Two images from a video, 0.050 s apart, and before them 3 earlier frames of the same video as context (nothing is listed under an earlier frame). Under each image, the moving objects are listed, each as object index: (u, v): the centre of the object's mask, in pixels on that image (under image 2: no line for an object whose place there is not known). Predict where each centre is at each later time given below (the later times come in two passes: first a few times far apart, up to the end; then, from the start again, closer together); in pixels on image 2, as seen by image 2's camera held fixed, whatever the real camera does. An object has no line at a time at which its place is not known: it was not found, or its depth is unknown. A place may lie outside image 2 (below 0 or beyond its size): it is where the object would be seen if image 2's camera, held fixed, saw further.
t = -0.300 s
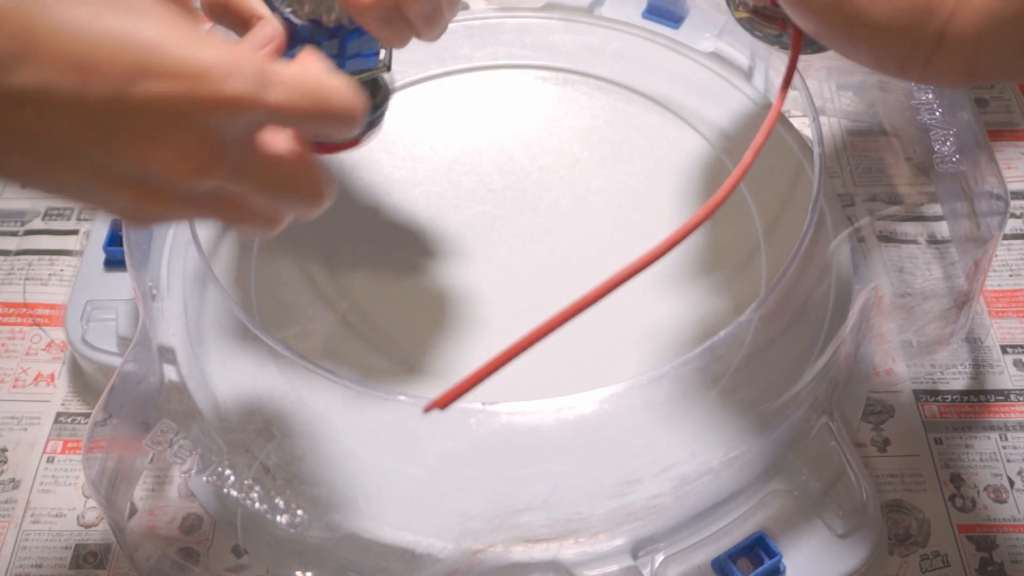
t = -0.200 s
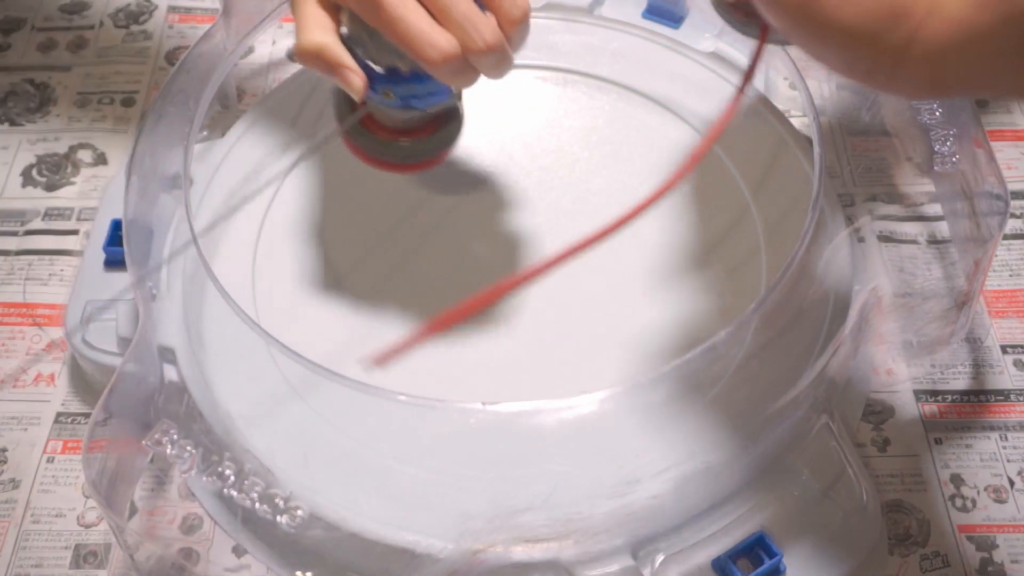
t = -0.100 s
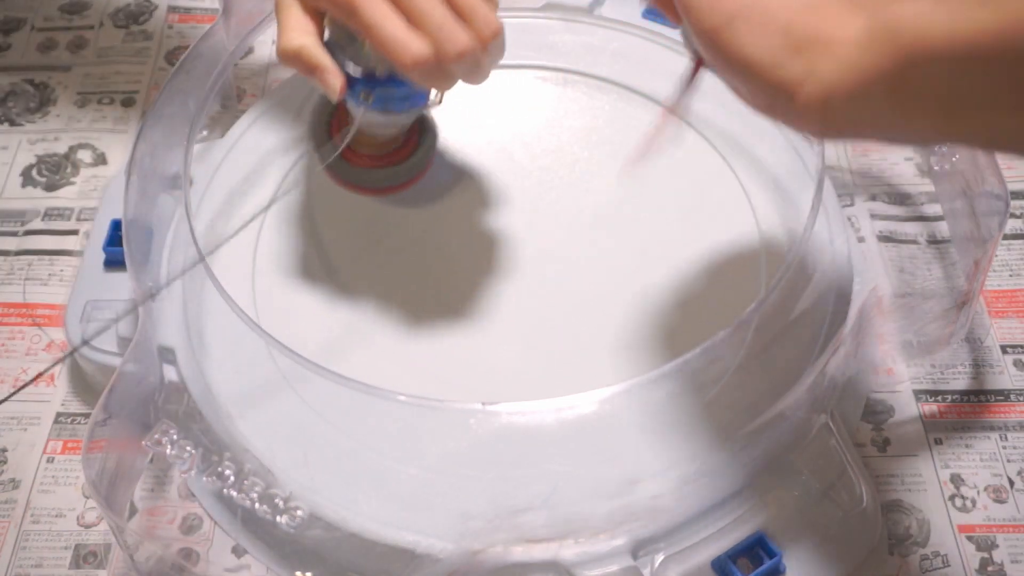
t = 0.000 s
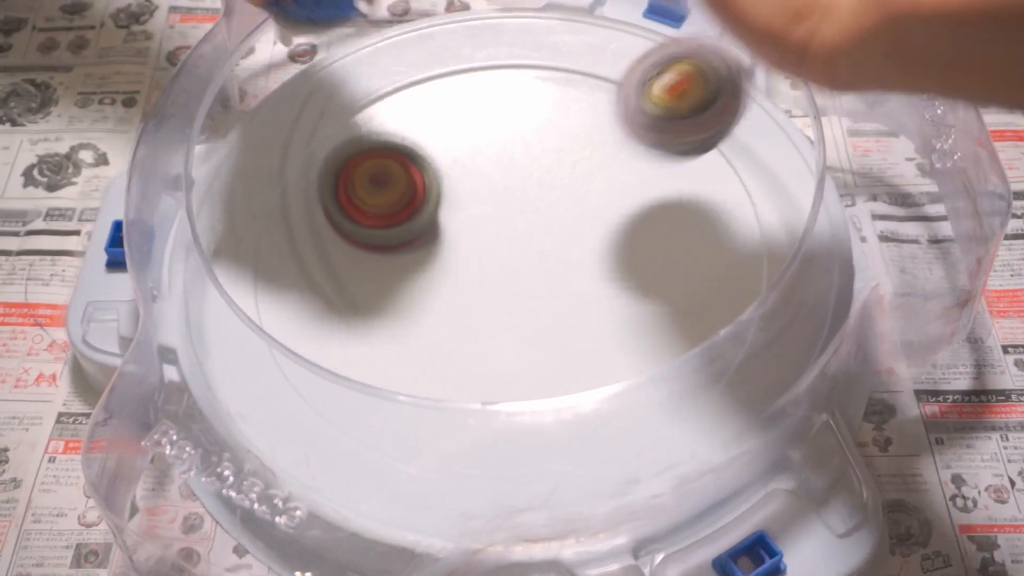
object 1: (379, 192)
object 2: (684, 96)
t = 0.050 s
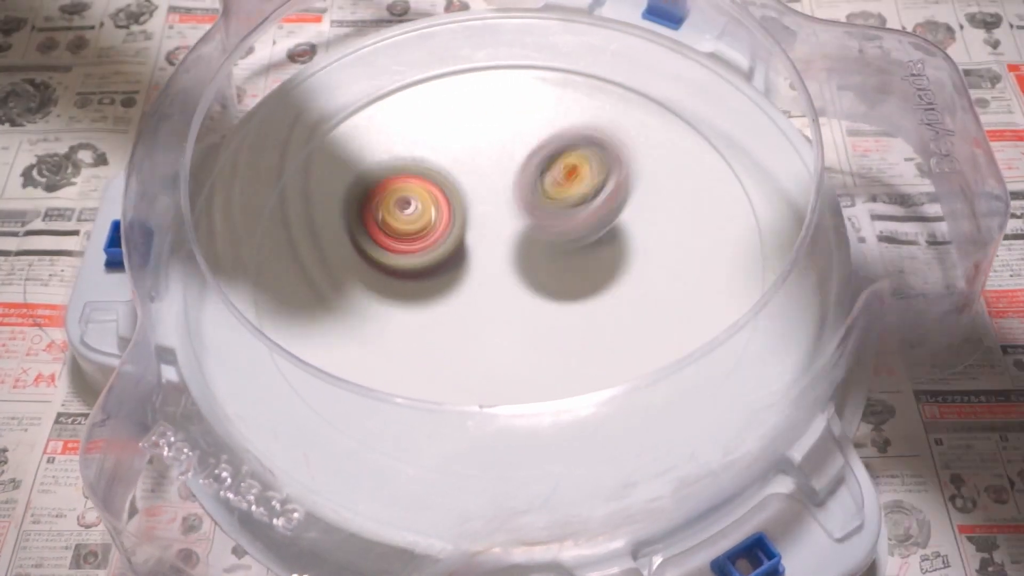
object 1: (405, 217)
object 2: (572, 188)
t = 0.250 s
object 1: (226, 216)
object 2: (647, 362)
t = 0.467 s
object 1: (359, 315)
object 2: (642, 363)
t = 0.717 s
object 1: (527, 213)
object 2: (761, 243)
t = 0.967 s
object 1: (510, 59)
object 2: (589, 204)
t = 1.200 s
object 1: (374, 163)
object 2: (307, 256)
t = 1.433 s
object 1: (480, 334)
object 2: (350, 393)
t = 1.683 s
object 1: (743, 205)
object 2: (633, 377)
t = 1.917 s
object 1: (557, 45)
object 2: (603, 270)
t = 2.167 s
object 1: (248, 250)
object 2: (409, 204)
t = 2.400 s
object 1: (677, 397)
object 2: (275, 236)
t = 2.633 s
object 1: (621, 63)
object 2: (361, 328)
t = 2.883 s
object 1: (249, 268)
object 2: (525, 299)
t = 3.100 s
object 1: (695, 384)
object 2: (520, 195)
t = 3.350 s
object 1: (546, 45)
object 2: (397, 153)
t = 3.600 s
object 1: (251, 235)
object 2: (306, 342)
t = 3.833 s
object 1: (499, 362)
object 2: (634, 440)
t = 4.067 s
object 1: (686, 198)
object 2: (776, 260)
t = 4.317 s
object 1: (533, 64)
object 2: (645, 93)
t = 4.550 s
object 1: (283, 184)
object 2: (428, 92)
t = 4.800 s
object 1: (494, 429)
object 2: (367, 217)
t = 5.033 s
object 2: (444, 295)
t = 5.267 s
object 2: (539, 274)
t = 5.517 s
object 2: (530, 217)
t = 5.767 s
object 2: (505, 221)
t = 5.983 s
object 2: (497, 228)
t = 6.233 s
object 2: (494, 238)
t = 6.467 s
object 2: (505, 236)
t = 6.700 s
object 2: (513, 233)
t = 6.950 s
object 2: (513, 232)
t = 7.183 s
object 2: (511, 231)
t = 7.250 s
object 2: (510, 232)
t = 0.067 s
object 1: (415, 223)
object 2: (543, 209)
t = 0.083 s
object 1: (392, 220)
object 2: (551, 225)
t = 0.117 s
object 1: (337, 216)
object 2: (574, 254)
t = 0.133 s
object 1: (314, 215)
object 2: (585, 270)
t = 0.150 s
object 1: (292, 214)
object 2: (597, 291)
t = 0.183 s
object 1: (260, 211)
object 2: (615, 317)
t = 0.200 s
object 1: (249, 208)
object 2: (622, 328)
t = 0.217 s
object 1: (240, 209)
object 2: (627, 335)
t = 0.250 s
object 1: (226, 216)
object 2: (647, 362)
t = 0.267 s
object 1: (222, 220)
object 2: (654, 370)
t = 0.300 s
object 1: (223, 231)
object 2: (663, 379)
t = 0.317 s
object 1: (226, 238)
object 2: (665, 381)
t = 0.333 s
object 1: (232, 244)
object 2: (666, 385)
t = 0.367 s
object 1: (249, 259)
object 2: (665, 385)
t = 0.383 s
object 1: (260, 269)
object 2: (664, 384)
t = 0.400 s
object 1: (276, 279)
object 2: (662, 382)
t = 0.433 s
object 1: (313, 296)
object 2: (655, 377)
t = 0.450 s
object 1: (335, 306)
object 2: (649, 370)
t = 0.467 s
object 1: (359, 315)
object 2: (642, 363)
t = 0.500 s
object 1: (414, 328)
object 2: (622, 341)
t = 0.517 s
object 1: (443, 332)
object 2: (617, 338)
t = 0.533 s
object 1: (471, 333)
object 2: (614, 332)
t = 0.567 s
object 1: (477, 317)
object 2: (667, 321)
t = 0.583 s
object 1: (480, 307)
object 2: (695, 320)
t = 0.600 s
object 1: (484, 297)
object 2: (716, 312)
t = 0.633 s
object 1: (494, 275)
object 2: (739, 286)
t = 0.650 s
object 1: (501, 264)
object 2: (748, 281)
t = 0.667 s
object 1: (507, 252)
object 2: (740, 264)
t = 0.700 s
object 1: (520, 225)
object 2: (748, 248)
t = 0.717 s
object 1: (527, 213)
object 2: (761, 243)
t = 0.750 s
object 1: (536, 184)
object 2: (758, 231)
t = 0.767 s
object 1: (540, 171)
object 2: (756, 225)
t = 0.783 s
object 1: (542, 159)
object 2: (752, 221)
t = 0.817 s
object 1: (544, 132)
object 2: (738, 215)
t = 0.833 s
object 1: (544, 121)
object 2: (726, 211)
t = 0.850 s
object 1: (542, 111)
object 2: (711, 209)
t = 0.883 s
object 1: (536, 87)
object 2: (681, 204)
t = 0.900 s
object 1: (532, 78)
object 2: (663, 203)
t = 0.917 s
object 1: (527, 71)
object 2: (646, 203)
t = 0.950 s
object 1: (516, 62)
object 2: (609, 203)
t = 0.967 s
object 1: (510, 59)
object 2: (589, 204)
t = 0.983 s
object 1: (503, 57)
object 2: (571, 205)
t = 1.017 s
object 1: (486, 62)
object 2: (529, 210)
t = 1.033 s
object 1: (478, 66)
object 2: (509, 214)
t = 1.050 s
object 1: (468, 71)
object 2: (486, 217)
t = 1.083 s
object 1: (448, 84)
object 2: (444, 224)
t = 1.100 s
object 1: (438, 93)
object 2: (422, 228)
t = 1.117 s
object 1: (427, 102)
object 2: (401, 232)
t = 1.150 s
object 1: (406, 124)
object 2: (361, 241)
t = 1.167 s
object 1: (394, 136)
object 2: (342, 246)
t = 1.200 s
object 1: (374, 163)
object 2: (307, 256)
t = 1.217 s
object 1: (364, 175)
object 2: (288, 263)
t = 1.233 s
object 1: (358, 188)
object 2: (277, 267)
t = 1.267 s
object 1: (355, 214)
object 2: (237, 294)
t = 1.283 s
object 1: (357, 228)
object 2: (221, 310)
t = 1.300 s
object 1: (364, 242)
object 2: (222, 323)
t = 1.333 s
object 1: (382, 271)
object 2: (245, 342)
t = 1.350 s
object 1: (393, 283)
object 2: (259, 349)
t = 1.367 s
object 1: (407, 296)
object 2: (273, 358)
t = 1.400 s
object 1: (441, 319)
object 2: (308, 378)
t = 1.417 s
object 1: (460, 327)
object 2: (328, 385)
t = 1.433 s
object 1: (480, 334)
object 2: (350, 393)
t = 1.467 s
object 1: (523, 340)
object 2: (402, 408)
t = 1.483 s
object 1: (545, 340)
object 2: (428, 411)
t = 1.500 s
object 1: (567, 338)
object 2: (455, 406)
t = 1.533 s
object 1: (608, 330)
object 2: (506, 407)
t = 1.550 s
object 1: (631, 322)
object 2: (525, 404)
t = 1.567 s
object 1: (651, 312)
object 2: (543, 403)
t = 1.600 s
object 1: (692, 285)
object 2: (573, 407)
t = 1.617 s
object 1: (707, 271)
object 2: (589, 395)
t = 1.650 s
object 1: (732, 240)
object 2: (616, 386)
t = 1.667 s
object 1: (740, 222)
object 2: (625, 384)
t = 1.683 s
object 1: (743, 205)
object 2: (633, 377)
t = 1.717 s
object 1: (740, 173)
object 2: (646, 363)
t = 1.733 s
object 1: (734, 157)
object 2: (650, 352)
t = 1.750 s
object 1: (726, 142)
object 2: (653, 348)
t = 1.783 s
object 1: (705, 113)
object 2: (650, 326)
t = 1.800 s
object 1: (693, 100)
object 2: (650, 321)
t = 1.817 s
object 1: (679, 87)
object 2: (649, 315)
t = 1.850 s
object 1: (643, 70)
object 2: (639, 301)
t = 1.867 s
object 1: (623, 63)
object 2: (631, 293)
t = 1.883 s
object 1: (603, 55)
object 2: (623, 286)
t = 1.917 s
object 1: (557, 45)
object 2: (603, 270)
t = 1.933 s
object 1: (533, 43)
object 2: (591, 263)
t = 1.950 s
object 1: (507, 44)
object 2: (580, 257)
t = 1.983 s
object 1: (454, 49)
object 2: (556, 245)
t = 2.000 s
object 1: (427, 56)
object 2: (543, 239)
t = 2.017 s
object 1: (401, 63)
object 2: (531, 234)
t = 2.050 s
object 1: (350, 87)
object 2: (505, 224)
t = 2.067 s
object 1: (327, 105)
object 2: (492, 221)
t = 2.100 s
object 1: (286, 146)
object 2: (464, 214)
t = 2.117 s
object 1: (269, 169)
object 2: (450, 210)
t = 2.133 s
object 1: (258, 196)
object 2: (437, 209)
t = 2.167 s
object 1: (248, 250)
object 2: (409, 204)
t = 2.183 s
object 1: (249, 280)
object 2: (395, 203)
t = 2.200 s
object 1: (258, 312)
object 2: (382, 202)
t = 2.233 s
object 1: (296, 370)
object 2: (356, 202)
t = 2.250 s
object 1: (322, 394)
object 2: (344, 203)
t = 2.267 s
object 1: (354, 415)
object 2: (332, 204)
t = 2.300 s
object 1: (434, 445)
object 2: (311, 208)
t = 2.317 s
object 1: (476, 449)
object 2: (303, 212)
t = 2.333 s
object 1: (522, 452)
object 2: (295, 215)
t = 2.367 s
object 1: (606, 435)
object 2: (283, 224)
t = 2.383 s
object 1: (645, 418)
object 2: (278, 229)
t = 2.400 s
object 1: (677, 397)
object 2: (275, 236)
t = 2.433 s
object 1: (730, 348)
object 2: (273, 249)
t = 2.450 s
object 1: (747, 319)
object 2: (274, 256)
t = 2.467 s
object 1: (761, 290)
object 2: (277, 264)
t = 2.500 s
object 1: (769, 230)
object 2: (286, 278)
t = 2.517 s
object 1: (762, 202)
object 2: (293, 286)
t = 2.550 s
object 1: (742, 151)
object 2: (308, 300)
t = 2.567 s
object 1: (723, 128)
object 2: (317, 307)
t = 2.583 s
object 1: (700, 106)
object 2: (326, 313)
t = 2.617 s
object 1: (650, 75)
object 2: (349, 324)
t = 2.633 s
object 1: (621, 63)
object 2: (361, 328)
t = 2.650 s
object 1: (589, 53)
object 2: (372, 332)
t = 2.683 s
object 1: (524, 44)
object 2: (397, 337)
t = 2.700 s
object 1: (489, 45)
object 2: (410, 339)
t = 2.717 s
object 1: (456, 50)
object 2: (424, 339)
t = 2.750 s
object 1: (391, 68)
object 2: (450, 338)
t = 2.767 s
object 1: (360, 82)
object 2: (462, 336)
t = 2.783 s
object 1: (333, 103)
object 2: (474, 333)
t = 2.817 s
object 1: (285, 147)
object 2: (495, 324)
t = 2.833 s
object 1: (267, 173)
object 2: (504, 319)
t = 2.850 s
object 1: (253, 202)
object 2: (512, 313)
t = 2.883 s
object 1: (249, 268)
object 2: (525, 299)
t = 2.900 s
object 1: (253, 301)
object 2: (530, 291)
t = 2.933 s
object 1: (290, 364)
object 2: (536, 275)
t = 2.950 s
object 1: (318, 391)
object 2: (538, 267)
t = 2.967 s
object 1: (354, 415)
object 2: (539, 258)
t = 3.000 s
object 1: (438, 446)
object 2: (539, 241)
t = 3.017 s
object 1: (487, 450)
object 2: (538, 232)
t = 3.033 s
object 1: (533, 450)
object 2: (536, 225)
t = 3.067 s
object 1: (624, 428)
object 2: (530, 210)
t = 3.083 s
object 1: (662, 408)
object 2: (525, 202)
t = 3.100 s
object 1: (695, 384)
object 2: (520, 195)
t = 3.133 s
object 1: (743, 329)
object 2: (509, 183)
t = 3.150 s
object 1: (756, 297)
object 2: (502, 178)
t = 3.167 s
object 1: (767, 266)
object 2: (494, 171)
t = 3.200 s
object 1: (758, 202)
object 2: (477, 163)
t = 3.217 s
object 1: (756, 175)
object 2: (468, 159)
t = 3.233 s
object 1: (741, 150)
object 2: (460, 157)
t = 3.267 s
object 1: (697, 105)
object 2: (442, 153)
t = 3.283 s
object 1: (672, 87)
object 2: (433, 151)
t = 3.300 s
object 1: (643, 72)
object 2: (423, 151)
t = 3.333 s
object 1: (579, 51)
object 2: (406, 152)
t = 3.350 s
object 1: (546, 45)
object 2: (397, 153)
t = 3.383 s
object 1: (476, 47)
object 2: (382, 157)
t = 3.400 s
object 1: (441, 54)
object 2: (377, 160)
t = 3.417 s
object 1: (408, 62)
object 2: (371, 163)
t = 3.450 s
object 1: (358, 82)
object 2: (350, 192)
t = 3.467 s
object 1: (343, 96)
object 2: (337, 210)
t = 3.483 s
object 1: (327, 111)
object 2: (326, 227)
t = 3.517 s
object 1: (295, 143)
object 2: (309, 262)
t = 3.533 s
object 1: (280, 161)
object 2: (303, 279)
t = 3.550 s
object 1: (267, 180)
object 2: (302, 291)
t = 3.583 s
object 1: (250, 219)
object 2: (301, 318)
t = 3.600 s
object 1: (251, 235)
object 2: (306, 342)
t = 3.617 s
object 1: (253, 253)
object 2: (316, 361)
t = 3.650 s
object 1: (263, 287)
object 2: (349, 397)
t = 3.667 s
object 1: (275, 306)
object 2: (372, 411)
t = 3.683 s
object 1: (292, 324)
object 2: (396, 422)
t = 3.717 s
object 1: (332, 353)
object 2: (446, 438)
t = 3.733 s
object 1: (354, 364)
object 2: (469, 446)
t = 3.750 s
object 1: (379, 373)
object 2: (495, 447)
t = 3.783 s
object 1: (429, 382)
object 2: (544, 443)
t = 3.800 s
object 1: (453, 382)
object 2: (576, 451)
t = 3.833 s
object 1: (499, 362)
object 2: (634, 440)
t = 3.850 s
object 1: (520, 358)
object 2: (656, 424)
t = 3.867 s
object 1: (542, 353)
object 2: (674, 415)
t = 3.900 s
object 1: (580, 338)
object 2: (705, 393)
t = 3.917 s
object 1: (598, 328)
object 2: (726, 388)
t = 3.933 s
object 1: (616, 316)
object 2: (732, 369)
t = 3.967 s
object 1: (644, 289)
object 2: (757, 345)
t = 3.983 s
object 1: (654, 275)
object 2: (764, 331)
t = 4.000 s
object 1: (664, 259)
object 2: (768, 318)
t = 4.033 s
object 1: (679, 229)
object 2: (772, 286)
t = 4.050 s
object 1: (683, 214)
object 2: (773, 271)
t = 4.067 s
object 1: (686, 198)
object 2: (776, 260)
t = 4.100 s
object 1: (688, 164)
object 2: (779, 238)
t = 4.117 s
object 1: (685, 149)
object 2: (778, 228)
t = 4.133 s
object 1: (681, 135)
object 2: (774, 215)
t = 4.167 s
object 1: (670, 107)
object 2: (768, 191)
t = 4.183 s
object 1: (661, 93)
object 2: (758, 178)
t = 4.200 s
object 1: (651, 82)
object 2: (754, 167)
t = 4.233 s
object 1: (626, 64)
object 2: (732, 142)
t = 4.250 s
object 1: (609, 62)
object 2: (717, 132)
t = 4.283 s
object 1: (572, 61)
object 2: (682, 112)
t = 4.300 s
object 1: (553, 61)
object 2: (663, 101)
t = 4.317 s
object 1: (533, 64)
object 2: (645, 93)
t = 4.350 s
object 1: (489, 67)
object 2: (612, 78)
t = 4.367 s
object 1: (466, 67)
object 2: (597, 74)
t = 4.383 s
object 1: (443, 67)
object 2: (580, 70)
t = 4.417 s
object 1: (402, 74)
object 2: (548, 66)
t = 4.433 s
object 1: (382, 80)
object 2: (531, 66)
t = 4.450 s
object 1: (365, 90)
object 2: (515, 67)
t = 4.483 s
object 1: (331, 113)
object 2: (484, 72)
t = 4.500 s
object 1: (316, 127)
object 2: (469, 75)
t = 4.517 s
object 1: (302, 144)
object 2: (454, 80)
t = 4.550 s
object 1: (283, 184)
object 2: (428, 92)
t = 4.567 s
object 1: (278, 205)
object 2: (417, 99)
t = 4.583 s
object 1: (275, 227)
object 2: (407, 106)
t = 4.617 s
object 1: (279, 268)
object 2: (390, 123)
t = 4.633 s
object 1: (286, 288)
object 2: (383, 131)
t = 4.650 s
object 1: (294, 309)
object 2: (377, 140)
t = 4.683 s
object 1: (320, 346)
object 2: (369, 158)
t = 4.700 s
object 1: (336, 363)
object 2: (367, 166)
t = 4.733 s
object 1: (381, 393)
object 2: (365, 184)
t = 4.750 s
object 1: (408, 406)
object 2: (364, 192)
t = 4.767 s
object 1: (434, 416)
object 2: (365, 201)
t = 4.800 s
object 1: (494, 429)
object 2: (367, 217)
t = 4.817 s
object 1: (525, 433)
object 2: (370, 225)
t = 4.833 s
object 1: (555, 433)
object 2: (372, 232)
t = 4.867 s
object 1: (617, 425)
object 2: (379, 246)
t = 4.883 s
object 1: (646, 417)
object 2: (384, 253)
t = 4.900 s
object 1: (671, 404)
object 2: (389, 259)
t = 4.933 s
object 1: (718, 373)
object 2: (400, 271)
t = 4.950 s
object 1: (734, 356)
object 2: (406, 276)
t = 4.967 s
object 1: (749, 338)
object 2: (413, 281)
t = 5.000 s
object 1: (766, 298)
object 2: (428, 289)
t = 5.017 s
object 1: (770, 275)
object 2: (436, 292)
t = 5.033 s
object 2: (444, 295)
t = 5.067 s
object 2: (460, 298)
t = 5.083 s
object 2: (468, 298)
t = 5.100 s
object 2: (476, 298)
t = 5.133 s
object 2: (492, 296)
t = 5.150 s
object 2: (499, 294)
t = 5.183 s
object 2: (513, 290)
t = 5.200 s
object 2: (519, 287)
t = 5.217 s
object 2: (525, 284)
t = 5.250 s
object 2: (535, 277)
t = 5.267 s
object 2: (539, 274)
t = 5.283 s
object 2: (542, 270)
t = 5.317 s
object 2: (545, 262)
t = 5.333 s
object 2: (545, 257)
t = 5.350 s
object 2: (544, 253)
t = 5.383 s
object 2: (542, 245)
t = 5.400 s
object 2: (541, 240)
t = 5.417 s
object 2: (539, 236)
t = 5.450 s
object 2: (538, 228)
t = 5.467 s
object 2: (536, 225)
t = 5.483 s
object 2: (534, 222)
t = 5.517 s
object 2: (530, 217)
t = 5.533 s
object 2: (529, 215)
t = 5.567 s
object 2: (524, 213)
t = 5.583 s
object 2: (522, 213)
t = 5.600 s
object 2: (520, 213)
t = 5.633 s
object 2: (517, 214)
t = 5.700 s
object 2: (509, 216)
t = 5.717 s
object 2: (509, 217)
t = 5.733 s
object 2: (508, 218)
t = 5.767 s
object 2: (505, 221)
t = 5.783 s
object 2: (503, 222)
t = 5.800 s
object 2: (502, 224)
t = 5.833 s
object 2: (501, 226)
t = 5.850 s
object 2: (500, 226)
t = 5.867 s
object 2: (500, 227)
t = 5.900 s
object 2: (498, 227)
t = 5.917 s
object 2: (498, 227)
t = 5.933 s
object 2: (497, 227)
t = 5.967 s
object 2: (497, 228)
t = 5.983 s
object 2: (497, 228)
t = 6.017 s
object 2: (499, 229)
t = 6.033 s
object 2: (498, 228)
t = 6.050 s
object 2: (498, 228)
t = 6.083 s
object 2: (499, 231)
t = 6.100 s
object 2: (498, 232)
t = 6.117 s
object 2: (497, 233)
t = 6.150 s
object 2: (494, 236)
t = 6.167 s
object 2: (493, 237)
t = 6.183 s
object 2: (493, 238)
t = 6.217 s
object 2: (493, 238)
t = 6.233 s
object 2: (494, 238)
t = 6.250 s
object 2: (494, 239)
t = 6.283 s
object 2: (495, 238)
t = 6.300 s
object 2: (495, 238)
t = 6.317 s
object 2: (496, 238)
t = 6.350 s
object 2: (497, 238)
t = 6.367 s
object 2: (498, 238)
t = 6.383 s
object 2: (499, 238)
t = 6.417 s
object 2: (502, 237)
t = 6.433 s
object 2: (503, 237)
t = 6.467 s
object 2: (505, 236)
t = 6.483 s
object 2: (506, 235)
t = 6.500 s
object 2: (506, 235)
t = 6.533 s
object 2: (508, 235)
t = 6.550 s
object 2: (509, 234)
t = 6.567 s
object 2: (510, 234)
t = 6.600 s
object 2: (511, 233)
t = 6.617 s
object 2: (511, 233)
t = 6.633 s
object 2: (512, 233)
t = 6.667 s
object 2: (512, 233)
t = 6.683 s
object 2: (512, 233)
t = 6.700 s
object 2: (513, 233)
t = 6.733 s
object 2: (514, 232)
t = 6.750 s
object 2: (514, 232)
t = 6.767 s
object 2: (514, 232)
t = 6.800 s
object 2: (514, 232)
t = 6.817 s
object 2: (514, 232)
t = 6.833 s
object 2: (514, 232)
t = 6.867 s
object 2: (514, 232)
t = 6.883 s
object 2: (515, 232)
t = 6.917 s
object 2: (514, 232)
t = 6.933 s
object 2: (513, 232)
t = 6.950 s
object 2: (513, 232)
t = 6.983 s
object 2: (513, 232)
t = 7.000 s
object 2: (513, 232)
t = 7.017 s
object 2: (513, 232)
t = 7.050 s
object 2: (513, 232)
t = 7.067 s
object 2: (512, 232)
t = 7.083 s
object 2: (512, 232)
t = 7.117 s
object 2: (512, 232)
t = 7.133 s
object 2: (512, 232)
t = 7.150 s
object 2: (512, 231)
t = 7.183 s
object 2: (511, 231)
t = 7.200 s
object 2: (510, 232)
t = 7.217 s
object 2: (510, 232)
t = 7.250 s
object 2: (510, 232)
